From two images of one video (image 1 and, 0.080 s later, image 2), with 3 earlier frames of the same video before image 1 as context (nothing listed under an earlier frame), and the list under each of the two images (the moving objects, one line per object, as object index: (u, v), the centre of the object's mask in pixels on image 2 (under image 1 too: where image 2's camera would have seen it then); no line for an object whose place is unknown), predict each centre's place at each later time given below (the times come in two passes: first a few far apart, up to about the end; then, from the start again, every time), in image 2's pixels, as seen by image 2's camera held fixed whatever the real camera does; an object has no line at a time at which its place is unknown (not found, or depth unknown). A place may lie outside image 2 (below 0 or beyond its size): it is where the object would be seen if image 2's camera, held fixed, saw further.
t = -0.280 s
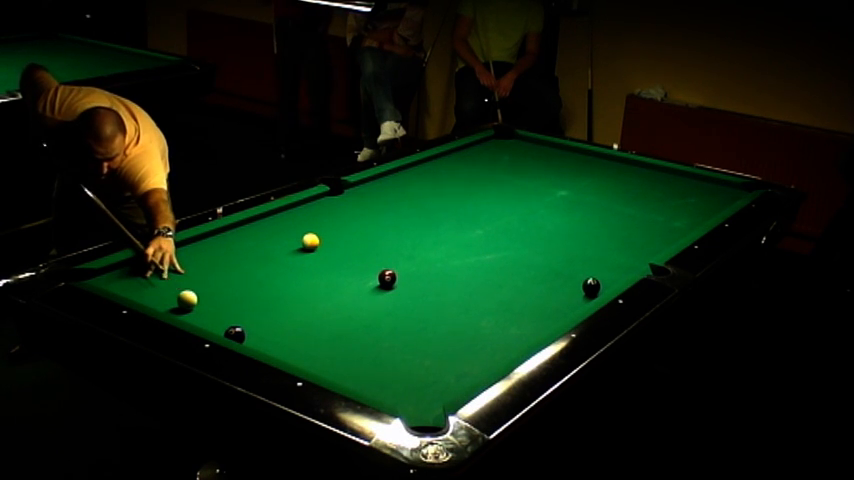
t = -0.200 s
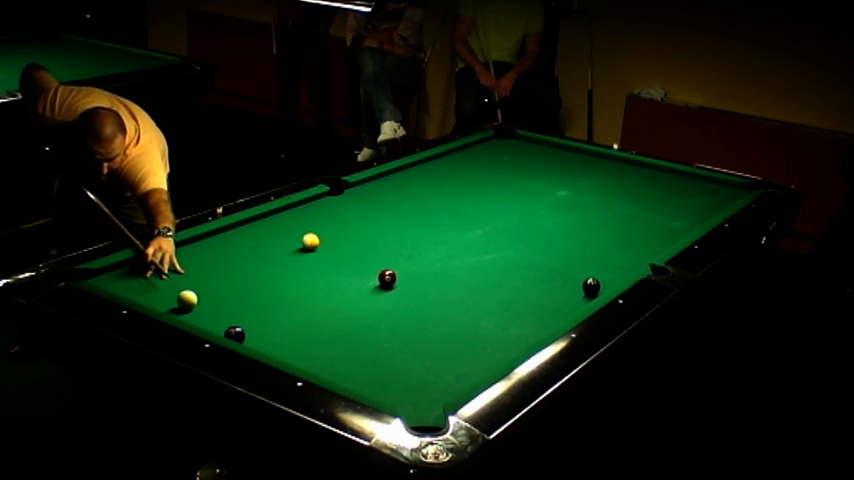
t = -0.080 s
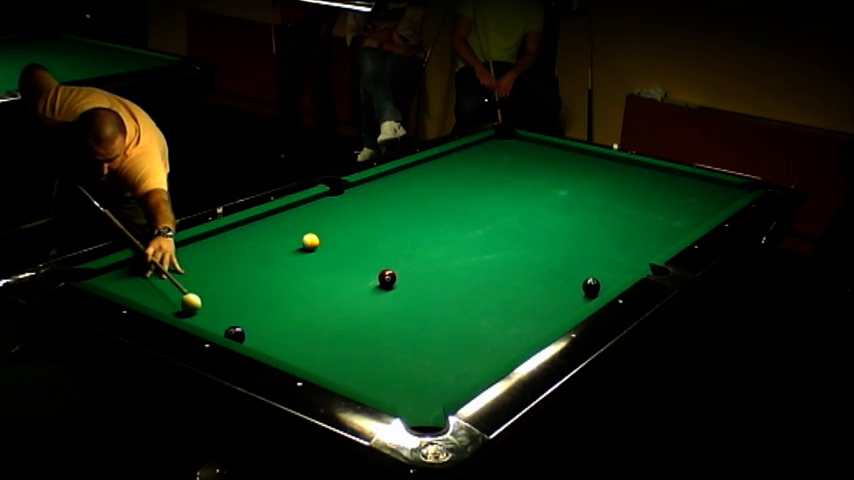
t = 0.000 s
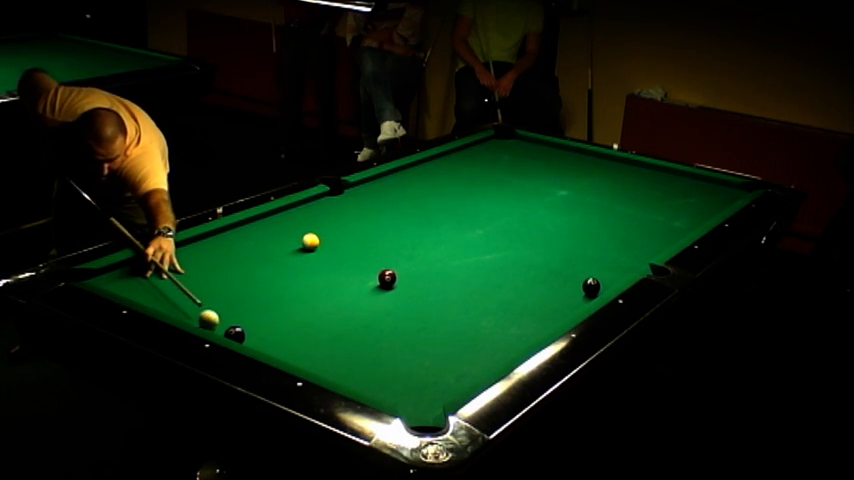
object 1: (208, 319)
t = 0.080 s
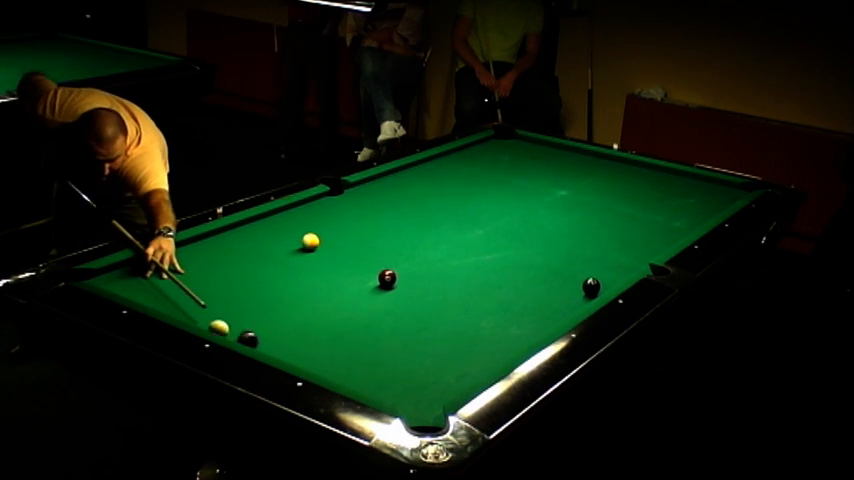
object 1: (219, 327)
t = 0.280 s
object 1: (245, 326)
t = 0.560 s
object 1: (283, 322)
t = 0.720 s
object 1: (303, 320)
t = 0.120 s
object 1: (223, 326)
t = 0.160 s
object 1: (228, 327)
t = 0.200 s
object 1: (233, 328)
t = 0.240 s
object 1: (239, 327)
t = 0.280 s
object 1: (245, 326)
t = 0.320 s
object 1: (251, 325)
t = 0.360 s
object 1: (256, 324)
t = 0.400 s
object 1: (261, 324)
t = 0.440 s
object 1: (267, 324)
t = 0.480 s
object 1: (272, 323)
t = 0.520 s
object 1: (277, 323)
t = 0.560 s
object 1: (283, 322)
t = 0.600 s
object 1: (288, 322)
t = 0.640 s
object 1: (293, 321)
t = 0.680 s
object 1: (298, 321)
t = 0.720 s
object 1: (303, 320)
